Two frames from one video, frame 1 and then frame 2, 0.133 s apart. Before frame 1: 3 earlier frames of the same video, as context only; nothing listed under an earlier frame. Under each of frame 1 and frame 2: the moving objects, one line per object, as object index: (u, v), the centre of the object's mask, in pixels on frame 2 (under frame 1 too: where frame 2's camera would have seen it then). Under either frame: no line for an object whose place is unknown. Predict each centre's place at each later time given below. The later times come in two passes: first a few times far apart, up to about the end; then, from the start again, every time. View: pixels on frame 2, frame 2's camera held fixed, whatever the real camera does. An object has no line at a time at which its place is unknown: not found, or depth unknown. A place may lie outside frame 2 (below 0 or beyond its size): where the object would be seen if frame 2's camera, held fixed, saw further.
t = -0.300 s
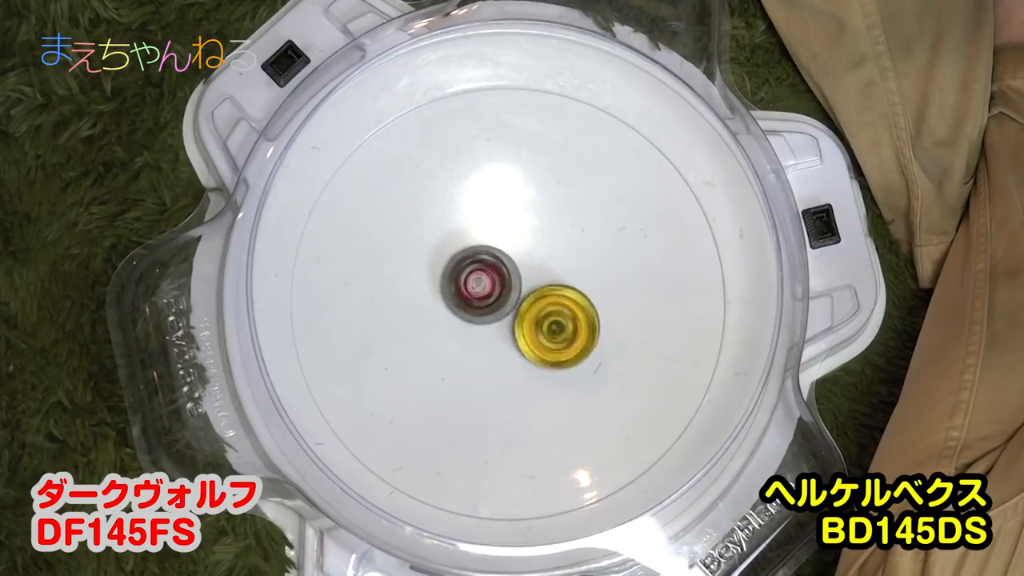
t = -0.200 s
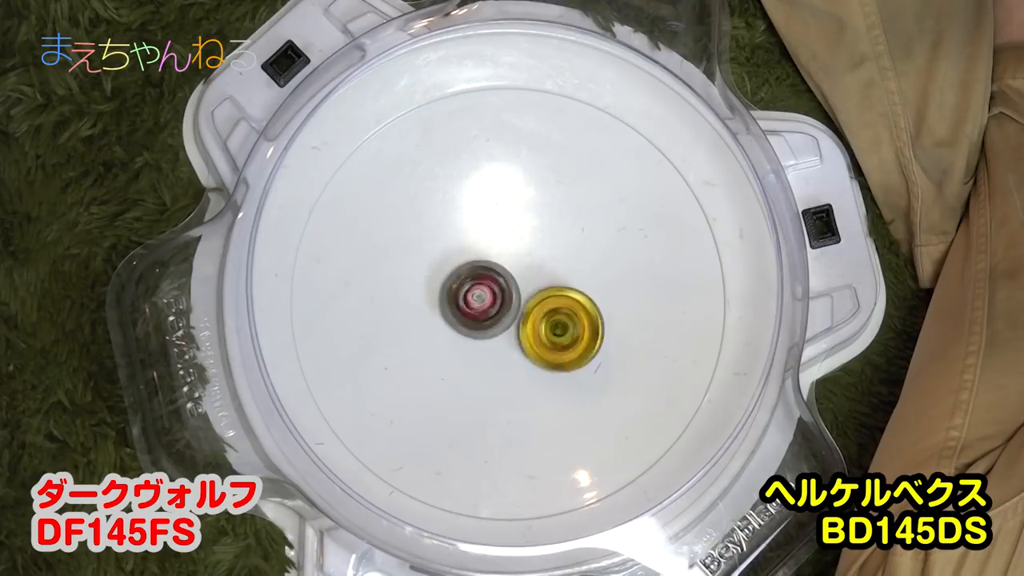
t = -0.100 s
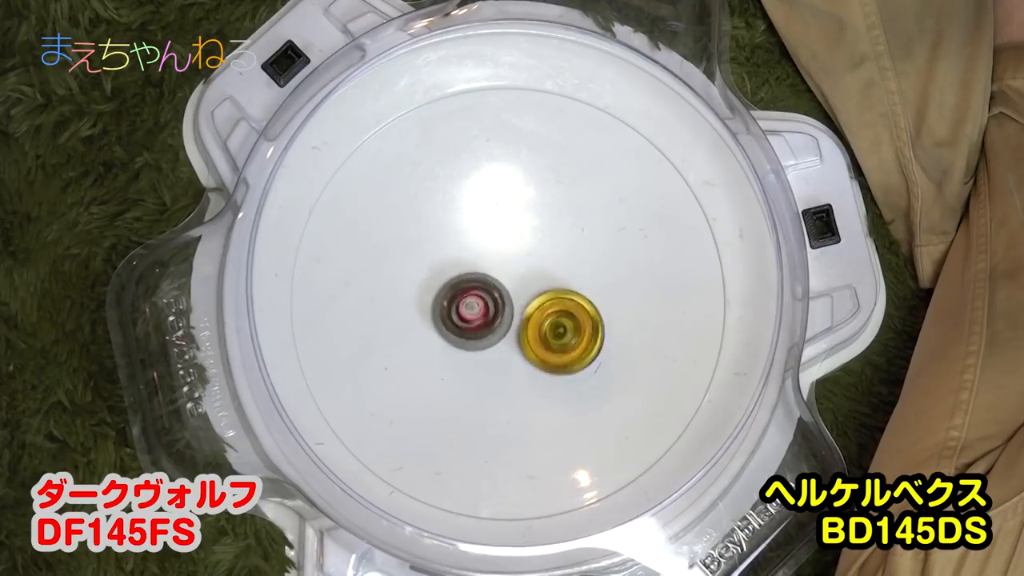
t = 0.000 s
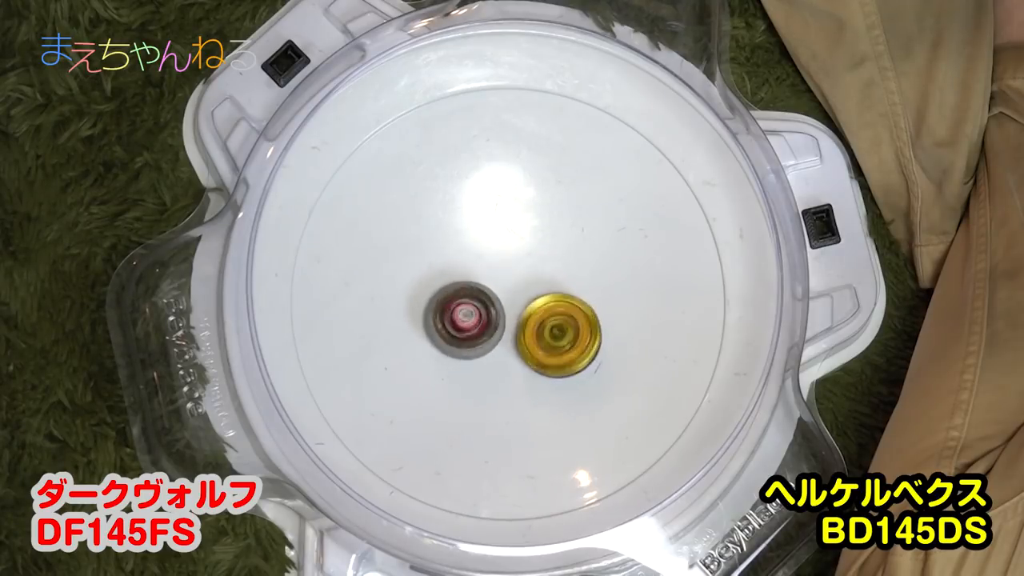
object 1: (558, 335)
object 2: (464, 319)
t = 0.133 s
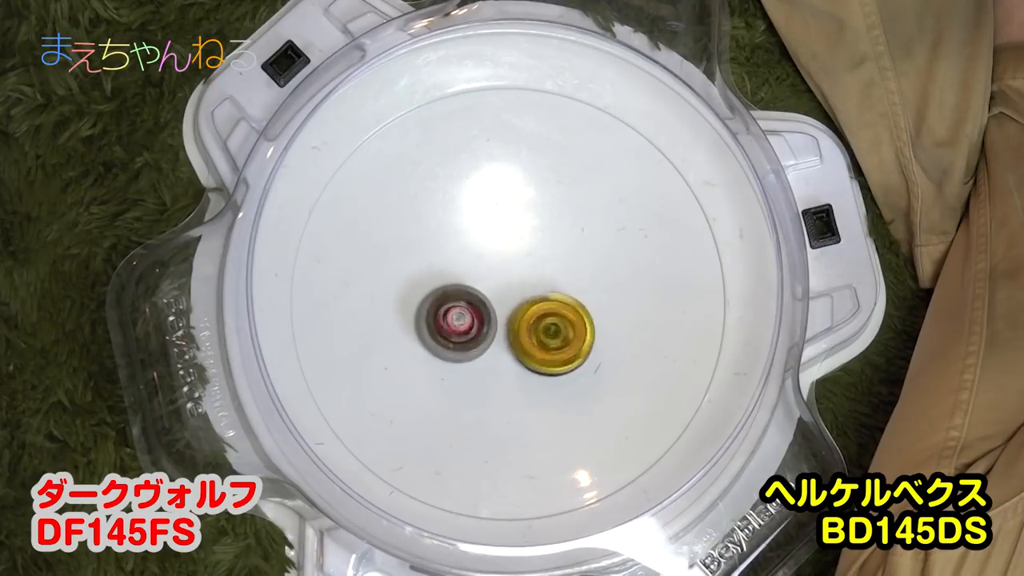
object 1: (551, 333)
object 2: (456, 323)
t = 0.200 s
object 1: (548, 331)
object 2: (453, 322)
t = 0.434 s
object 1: (539, 308)
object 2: (451, 313)
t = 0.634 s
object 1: (550, 281)
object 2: (464, 312)
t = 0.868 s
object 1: (556, 272)
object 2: (489, 333)
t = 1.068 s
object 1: (559, 277)
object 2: (494, 355)
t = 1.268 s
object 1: (550, 282)
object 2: (489, 360)
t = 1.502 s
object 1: (528, 276)
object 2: (489, 351)
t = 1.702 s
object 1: (516, 239)
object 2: (495, 352)
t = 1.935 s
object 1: (513, 231)
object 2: (506, 354)
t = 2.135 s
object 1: (514, 236)
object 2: (516, 352)
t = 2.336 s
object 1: (504, 257)
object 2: (525, 349)
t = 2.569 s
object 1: (471, 289)
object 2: (534, 356)
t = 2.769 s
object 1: (463, 291)
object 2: (534, 351)
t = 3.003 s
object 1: (464, 289)
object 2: (543, 331)
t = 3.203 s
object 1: (469, 293)
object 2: (556, 319)
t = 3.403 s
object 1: (478, 310)
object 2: (565, 319)
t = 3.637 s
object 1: (471, 314)
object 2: (563, 317)
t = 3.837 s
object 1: (469, 313)
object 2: (561, 307)
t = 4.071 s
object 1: (475, 312)
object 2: (562, 295)
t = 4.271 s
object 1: (467, 312)
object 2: (591, 296)
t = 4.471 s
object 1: (469, 317)
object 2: (571, 295)
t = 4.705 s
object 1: (452, 320)
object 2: (539, 294)
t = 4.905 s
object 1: (420, 313)
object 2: (533, 301)
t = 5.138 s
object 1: (449, 286)
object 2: (520, 340)
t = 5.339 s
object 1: (509, 265)
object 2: (547, 332)
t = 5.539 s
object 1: (580, 277)
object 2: (530, 334)
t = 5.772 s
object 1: (601, 331)
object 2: (507, 307)
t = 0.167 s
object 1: (549, 333)
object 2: (455, 323)
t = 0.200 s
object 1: (548, 331)
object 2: (453, 322)
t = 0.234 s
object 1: (546, 330)
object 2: (453, 321)
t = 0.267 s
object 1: (543, 327)
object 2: (453, 320)
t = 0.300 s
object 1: (540, 323)
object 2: (454, 319)
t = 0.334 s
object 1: (538, 319)
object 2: (451, 318)
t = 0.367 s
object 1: (539, 315)
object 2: (448, 316)
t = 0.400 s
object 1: (539, 311)
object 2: (449, 314)
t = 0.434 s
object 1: (539, 308)
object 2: (451, 313)
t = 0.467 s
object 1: (538, 304)
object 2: (454, 313)
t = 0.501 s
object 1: (539, 300)
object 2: (455, 312)
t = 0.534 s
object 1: (543, 296)
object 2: (454, 311)
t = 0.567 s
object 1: (546, 291)
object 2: (455, 310)
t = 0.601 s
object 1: (549, 286)
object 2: (459, 311)
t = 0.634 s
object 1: (550, 281)
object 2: (464, 312)
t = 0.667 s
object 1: (551, 278)
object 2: (468, 314)
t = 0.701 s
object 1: (552, 277)
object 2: (472, 316)
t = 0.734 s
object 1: (553, 276)
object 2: (476, 318)
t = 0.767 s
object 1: (553, 274)
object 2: (480, 322)
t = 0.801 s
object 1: (554, 273)
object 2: (483, 325)
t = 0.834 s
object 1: (555, 273)
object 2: (486, 329)
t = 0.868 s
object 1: (556, 272)
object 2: (489, 333)
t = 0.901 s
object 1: (557, 272)
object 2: (491, 336)
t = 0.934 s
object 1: (558, 273)
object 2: (493, 341)
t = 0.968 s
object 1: (559, 273)
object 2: (494, 345)
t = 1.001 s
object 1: (559, 274)
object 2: (495, 348)
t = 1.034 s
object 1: (559, 275)
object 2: (494, 352)
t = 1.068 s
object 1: (559, 277)
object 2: (494, 355)
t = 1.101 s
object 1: (558, 278)
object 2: (493, 357)
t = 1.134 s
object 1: (557, 279)
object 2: (492, 359)
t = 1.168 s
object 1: (555, 280)
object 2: (492, 360)
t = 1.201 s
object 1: (554, 281)
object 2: (491, 360)
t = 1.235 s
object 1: (552, 282)
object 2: (490, 360)
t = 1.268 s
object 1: (550, 282)
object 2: (489, 360)
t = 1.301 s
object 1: (548, 282)
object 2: (489, 359)
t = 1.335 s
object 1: (546, 282)
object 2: (489, 357)
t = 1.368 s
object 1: (542, 282)
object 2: (489, 356)
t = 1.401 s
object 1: (538, 282)
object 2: (490, 354)
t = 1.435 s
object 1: (533, 281)
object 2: (490, 352)
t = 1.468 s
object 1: (530, 279)
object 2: (489, 352)
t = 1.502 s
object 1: (528, 276)
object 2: (489, 351)
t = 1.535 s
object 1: (526, 272)
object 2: (490, 348)
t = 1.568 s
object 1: (524, 268)
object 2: (492, 348)
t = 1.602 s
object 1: (523, 259)
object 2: (490, 353)
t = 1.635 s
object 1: (522, 251)
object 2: (490, 352)
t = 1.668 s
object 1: (519, 244)
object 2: (492, 351)
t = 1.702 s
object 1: (516, 239)
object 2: (495, 352)
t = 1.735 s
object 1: (515, 235)
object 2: (497, 353)
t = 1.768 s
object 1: (514, 234)
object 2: (498, 354)
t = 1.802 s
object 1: (514, 234)
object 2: (499, 353)
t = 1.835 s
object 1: (513, 233)
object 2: (501, 353)
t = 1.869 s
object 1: (513, 232)
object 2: (503, 354)
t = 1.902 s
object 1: (513, 232)
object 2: (504, 354)
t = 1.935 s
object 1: (513, 231)
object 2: (506, 354)
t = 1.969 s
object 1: (514, 231)
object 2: (508, 354)
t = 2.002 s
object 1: (514, 232)
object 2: (510, 353)
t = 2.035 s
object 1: (514, 232)
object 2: (512, 353)
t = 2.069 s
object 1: (515, 233)
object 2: (513, 353)
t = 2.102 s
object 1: (515, 235)
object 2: (514, 352)
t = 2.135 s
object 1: (514, 236)
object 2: (516, 352)
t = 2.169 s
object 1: (514, 238)
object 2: (518, 352)
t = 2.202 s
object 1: (512, 239)
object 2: (520, 351)
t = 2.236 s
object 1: (512, 241)
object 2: (521, 351)
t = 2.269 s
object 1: (510, 244)
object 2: (522, 350)
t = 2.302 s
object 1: (508, 250)
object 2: (524, 350)
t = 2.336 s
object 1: (504, 257)
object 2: (525, 349)
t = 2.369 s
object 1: (500, 265)
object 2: (527, 349)
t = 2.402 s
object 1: (496, 272)
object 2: (529, 350)
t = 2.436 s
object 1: (490, 276)
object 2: (531, 355)
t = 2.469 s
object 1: (484, 280)
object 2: (531, 357)
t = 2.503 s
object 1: (479, 284)
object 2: (531, 356)
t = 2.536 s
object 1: (474, 287)
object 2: (534, 355)
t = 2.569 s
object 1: (471, 289)
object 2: (534, 356)
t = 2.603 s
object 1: (468, 290)
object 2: (534, 357)
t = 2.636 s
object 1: (466, 290)
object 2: (534, 356)
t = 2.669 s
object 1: (465, 290)
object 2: (535, 355)
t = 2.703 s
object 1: (464, 290)
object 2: (535, 354)
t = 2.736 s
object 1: (464, 291)
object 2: (534, 353)
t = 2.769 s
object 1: (463, 291)
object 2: (534, 351)
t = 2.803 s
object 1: (462, 291)
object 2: (535, 348)
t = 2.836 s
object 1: (462, 290)
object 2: (536, 346)
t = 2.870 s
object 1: (462, 290)
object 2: (536, 343)
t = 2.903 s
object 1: (462, 289)
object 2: (537, 340)
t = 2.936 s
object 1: (463, 289)
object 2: (539, 336)
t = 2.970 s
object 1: (463, 289)
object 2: (541, 334)
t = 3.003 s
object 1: (464, 289)
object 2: (543, 331)
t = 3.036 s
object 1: (465, 290)
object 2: (545, 328)
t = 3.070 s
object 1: (466, 290)
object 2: (547, 325)
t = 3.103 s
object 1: (466, 291)
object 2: (549, 323)
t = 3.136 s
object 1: (467, 292)
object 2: (552, 321)
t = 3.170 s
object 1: (468, 293)
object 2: (554, 320)
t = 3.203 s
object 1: (469, 293)
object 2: (556, 319)
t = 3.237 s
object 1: (471, 296)
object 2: (557, 318)
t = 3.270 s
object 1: (473, 299)
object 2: (558, 317)
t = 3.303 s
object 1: (477, 303)
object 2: (560, 317)
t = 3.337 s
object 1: (478, 307)
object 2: (562, 317)
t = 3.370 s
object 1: (478, 309)
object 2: (564, 317)
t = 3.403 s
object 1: (478, 310)
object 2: (565, 319)
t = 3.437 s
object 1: (479, 312)
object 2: (563, 319)
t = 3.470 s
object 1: (478, 313)
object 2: (561, 318)
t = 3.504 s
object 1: (478, 314)
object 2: (562, 316)
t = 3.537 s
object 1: (477, 314)
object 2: (562, 316)
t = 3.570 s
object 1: (477, 315)
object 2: (561, 316)
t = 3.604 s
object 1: (474, 314)
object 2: (562, 316)
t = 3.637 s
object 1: (471, 314)
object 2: (563, 317)
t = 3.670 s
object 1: (470, 314)
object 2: (562, 317)
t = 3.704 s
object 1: (469, 313)
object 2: (561, 314)
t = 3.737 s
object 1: (469, 313)
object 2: (560, 311)
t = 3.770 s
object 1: (469, 313)
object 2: (561, 309)
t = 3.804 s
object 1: (469, 313)
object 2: (562, 308)
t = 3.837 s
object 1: (469, 313)
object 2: (561, 307)
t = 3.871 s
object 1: (469, 313)
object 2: (560, 306)
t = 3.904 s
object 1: (470, 313)
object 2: (560, 304)
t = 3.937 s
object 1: (470, 314)
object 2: (560, 301)
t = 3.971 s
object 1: (471, 314)
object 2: (560, 299)
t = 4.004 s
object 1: (472, 313)
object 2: (560, 298)
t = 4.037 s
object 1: (475, 313)
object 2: (560, 297)
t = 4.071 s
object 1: (475, 312)
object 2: (562, 295)
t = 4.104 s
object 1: (467, 311)
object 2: (579, 293)
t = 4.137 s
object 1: (463, 309)
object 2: (590, 293)
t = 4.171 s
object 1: (463, 307)
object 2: (595, 294)
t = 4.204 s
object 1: (466, 308)
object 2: (596, 296)
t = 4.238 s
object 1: (468, 310)
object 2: (594, 297)
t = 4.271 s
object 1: (467, 312)
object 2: (591, 296)
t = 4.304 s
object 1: (467, 312)
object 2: (587, 296)
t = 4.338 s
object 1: (468, 312)
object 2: (584, 297)
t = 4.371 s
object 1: (469, 314)
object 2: (581, 296)
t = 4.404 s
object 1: (469, 315)
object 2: (579, 296)
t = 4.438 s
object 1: (469, 317)
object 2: (575, 296)
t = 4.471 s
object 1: (469, 317)
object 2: (571, 295)
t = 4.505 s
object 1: (470, 318)
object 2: (564, 295)
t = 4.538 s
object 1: (471, 319)
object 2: (557, 294)
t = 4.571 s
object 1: (470, 320)
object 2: (549, 293)
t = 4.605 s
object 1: (466, 322)
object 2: (543, 293)
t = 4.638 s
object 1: (461, 322)
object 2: (541, 293)
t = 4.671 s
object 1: (459, 320)
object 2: (538, 293)
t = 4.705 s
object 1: (452, 320)
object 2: (539, 294)
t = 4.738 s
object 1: (442, 321)
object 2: (546, 295)
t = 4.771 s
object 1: (433, 322)
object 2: (547, 297)
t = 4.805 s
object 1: (426, 321)
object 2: (545, 299)
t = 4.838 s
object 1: (421, 319)
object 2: (542, 299)
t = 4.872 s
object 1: (419, 316)
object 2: (538, 300)
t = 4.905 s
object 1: (420, 313)
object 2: (533, 301)
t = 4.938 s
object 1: (422, 310)
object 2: (527, 304)
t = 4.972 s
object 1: (425, 307)
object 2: (520, 308)
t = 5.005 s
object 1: (428, 305)
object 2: (514, 314)
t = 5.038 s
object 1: (432, 301)
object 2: (511, 322)
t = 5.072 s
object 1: (437, 296)
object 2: (511, 331)
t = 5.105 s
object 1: (442, 291)
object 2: (514, 337)
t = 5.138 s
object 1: (449, 286)
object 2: (520, 340)
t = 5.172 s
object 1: (457, 282)
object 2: (526, 341)
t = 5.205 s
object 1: (466, 277)
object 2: (531, 340)
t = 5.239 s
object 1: (476, 274)
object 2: (536, 338)
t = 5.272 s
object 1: (487, 271)
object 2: (540, 334)
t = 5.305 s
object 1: (497, 268)
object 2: (543, 331)
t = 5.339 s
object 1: (509, 265)
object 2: (547, 332)
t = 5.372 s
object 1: (521, 264)
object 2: (548, 333)
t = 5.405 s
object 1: (534, 264)
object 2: (547, 334)
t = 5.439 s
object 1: (545, 265)
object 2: (546, 338)
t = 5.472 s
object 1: (557, 266)
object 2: (543, 339)
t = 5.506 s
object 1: (569, 270)
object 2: (538, 337)
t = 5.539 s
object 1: (580, 277)
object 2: (530, 334)
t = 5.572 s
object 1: (588, 284)
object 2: (525, 330)
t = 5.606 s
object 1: (595, 292)
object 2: (520, 328)
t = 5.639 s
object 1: (601, 300)
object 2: (515, 325)
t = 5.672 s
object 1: (603, 309)
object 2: (511, 322)
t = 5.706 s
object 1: (604, 317)
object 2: (508, 318)
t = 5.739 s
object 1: (604, 324)
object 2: (507, 313)
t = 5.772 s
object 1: (601, 331)
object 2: (507, 307)
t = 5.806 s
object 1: (598, 337)
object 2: (509, 302)
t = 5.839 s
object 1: (591, 343)
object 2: (512, 297)
